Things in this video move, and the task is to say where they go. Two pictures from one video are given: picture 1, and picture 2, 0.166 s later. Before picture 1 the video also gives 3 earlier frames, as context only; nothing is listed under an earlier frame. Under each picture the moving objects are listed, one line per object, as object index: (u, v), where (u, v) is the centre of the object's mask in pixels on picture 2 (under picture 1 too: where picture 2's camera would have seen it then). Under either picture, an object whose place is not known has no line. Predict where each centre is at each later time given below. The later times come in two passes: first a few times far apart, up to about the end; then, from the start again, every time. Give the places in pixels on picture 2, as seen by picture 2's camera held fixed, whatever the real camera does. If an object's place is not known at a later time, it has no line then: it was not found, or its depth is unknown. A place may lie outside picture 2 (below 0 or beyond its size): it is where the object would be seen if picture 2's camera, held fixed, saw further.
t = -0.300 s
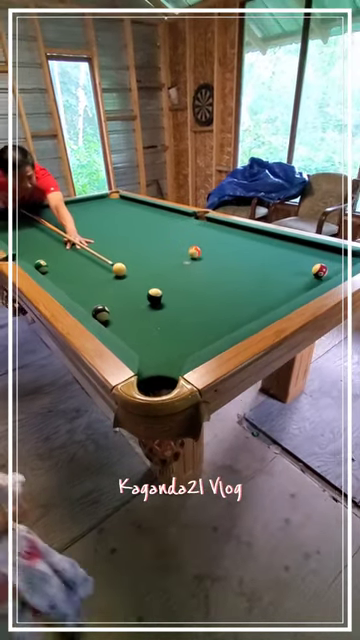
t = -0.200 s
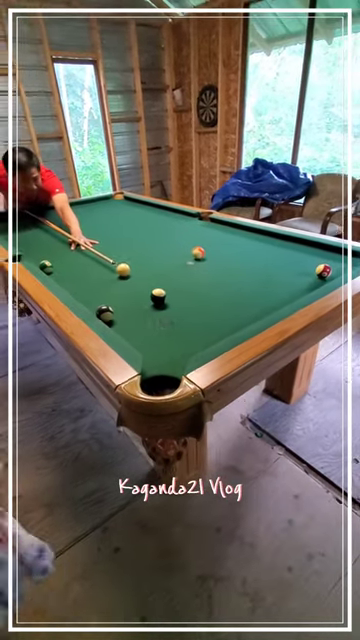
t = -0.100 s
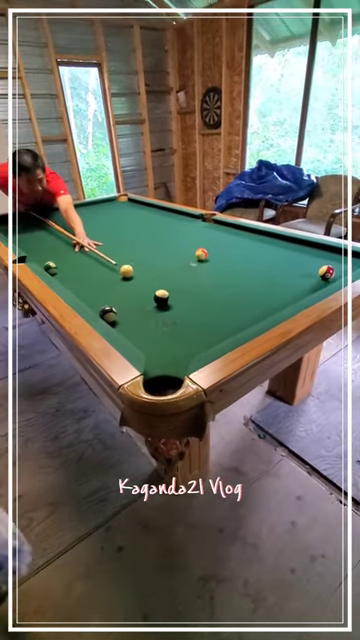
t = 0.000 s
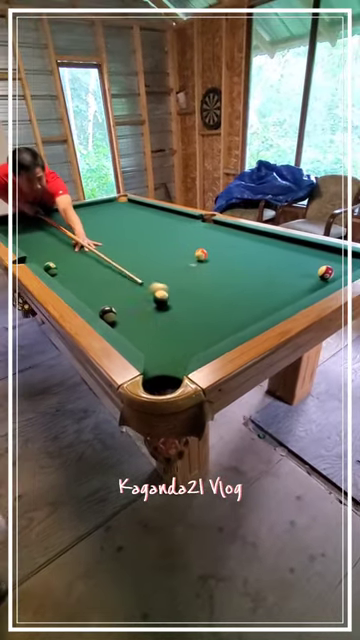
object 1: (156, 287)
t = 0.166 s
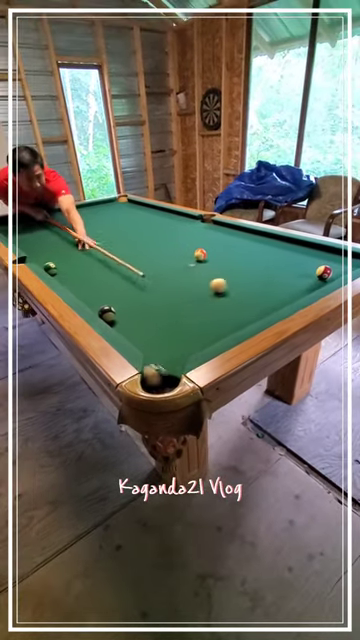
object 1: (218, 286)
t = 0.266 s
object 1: (247, 283)
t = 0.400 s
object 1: (284, 279)
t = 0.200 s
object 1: (228, 285)
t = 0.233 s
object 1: (238, 284)
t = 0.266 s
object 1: (247, 283)
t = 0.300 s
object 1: (256, 282)
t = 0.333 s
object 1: (265, 281)
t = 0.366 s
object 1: (275, 280)
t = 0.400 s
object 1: (284, 279)
